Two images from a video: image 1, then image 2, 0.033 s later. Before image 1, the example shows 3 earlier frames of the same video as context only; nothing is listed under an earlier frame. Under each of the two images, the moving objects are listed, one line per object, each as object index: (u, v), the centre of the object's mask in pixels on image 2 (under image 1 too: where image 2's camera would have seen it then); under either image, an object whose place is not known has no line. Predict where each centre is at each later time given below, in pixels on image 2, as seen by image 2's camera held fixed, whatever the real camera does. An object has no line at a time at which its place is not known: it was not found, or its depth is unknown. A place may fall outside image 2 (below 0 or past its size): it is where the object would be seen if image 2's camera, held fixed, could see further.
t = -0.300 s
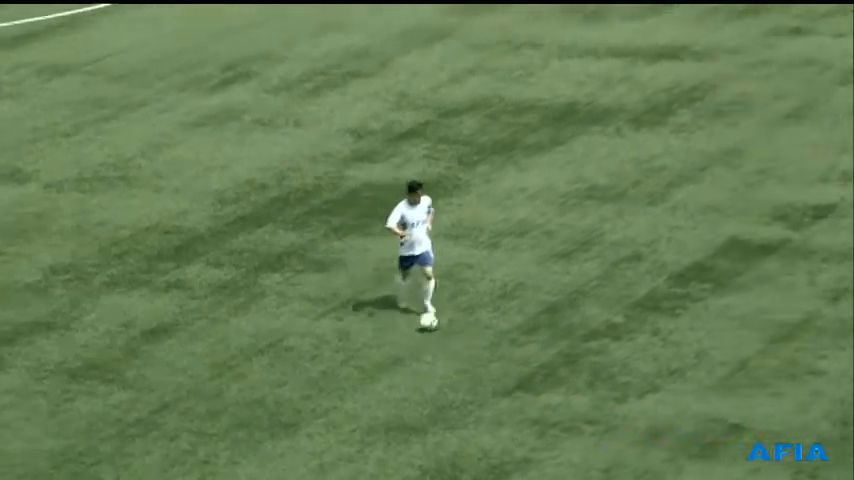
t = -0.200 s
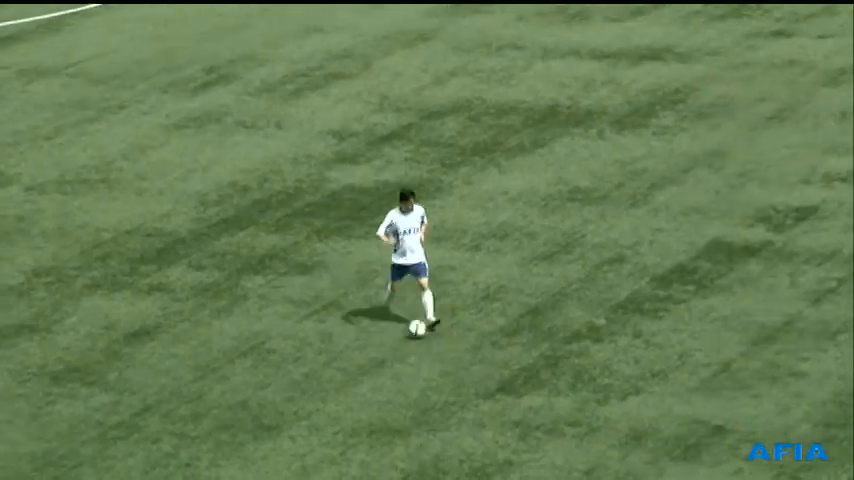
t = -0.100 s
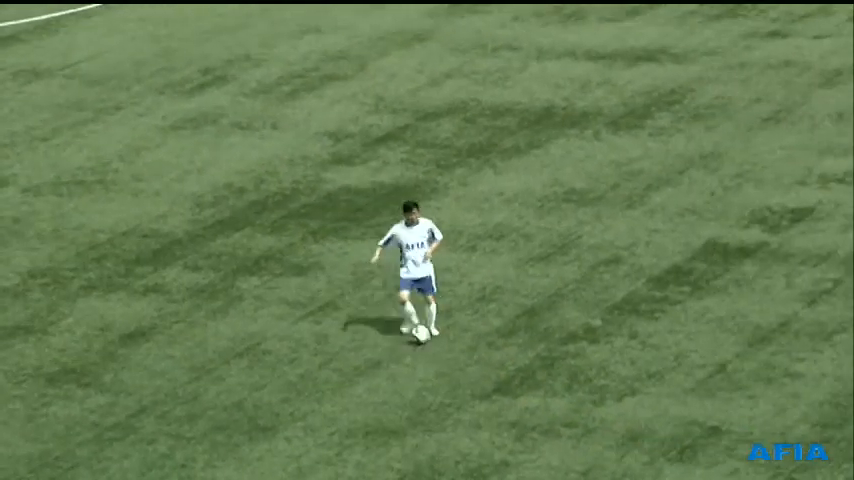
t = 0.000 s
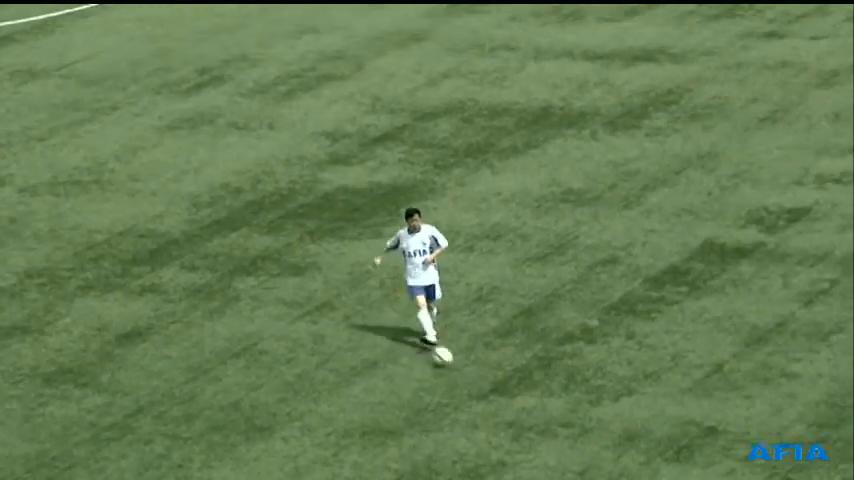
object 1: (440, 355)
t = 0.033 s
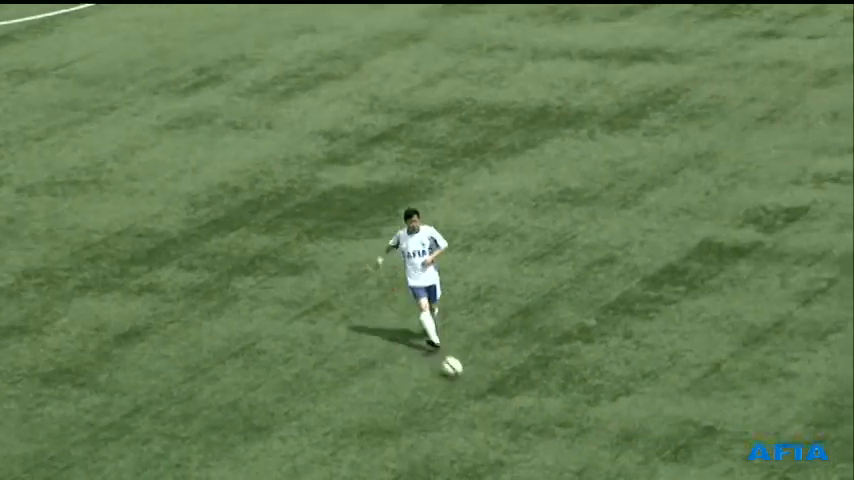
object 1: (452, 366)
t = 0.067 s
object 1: (464, 377)
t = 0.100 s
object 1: (477, 386)
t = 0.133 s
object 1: (488, 397)
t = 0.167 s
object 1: (501, 408)
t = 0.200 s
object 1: (513, 418)
